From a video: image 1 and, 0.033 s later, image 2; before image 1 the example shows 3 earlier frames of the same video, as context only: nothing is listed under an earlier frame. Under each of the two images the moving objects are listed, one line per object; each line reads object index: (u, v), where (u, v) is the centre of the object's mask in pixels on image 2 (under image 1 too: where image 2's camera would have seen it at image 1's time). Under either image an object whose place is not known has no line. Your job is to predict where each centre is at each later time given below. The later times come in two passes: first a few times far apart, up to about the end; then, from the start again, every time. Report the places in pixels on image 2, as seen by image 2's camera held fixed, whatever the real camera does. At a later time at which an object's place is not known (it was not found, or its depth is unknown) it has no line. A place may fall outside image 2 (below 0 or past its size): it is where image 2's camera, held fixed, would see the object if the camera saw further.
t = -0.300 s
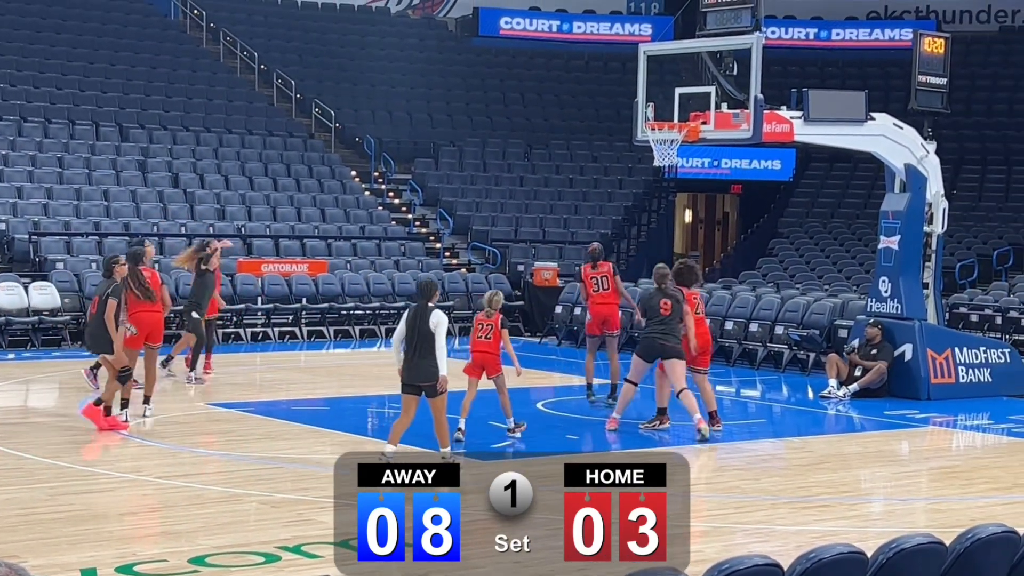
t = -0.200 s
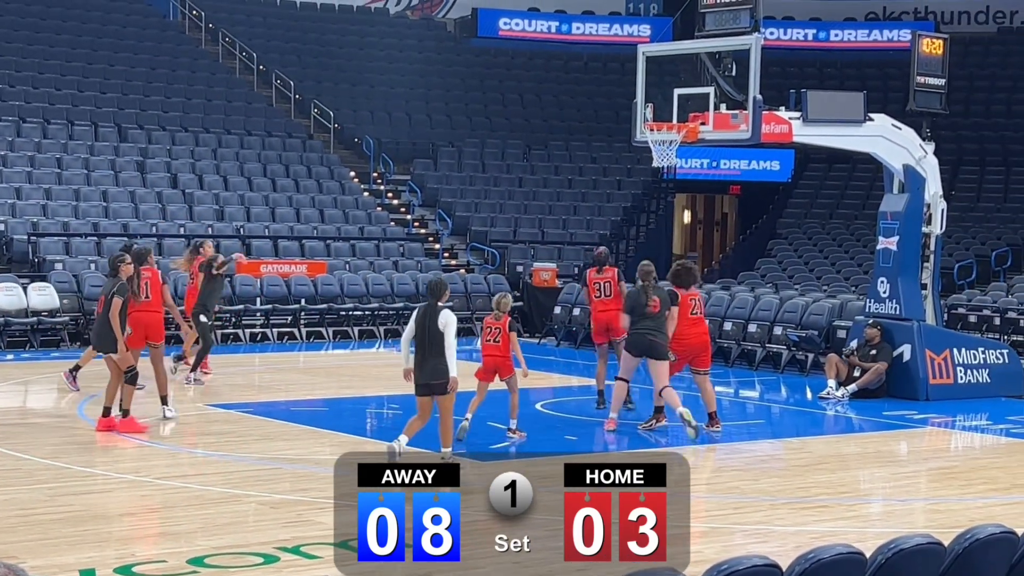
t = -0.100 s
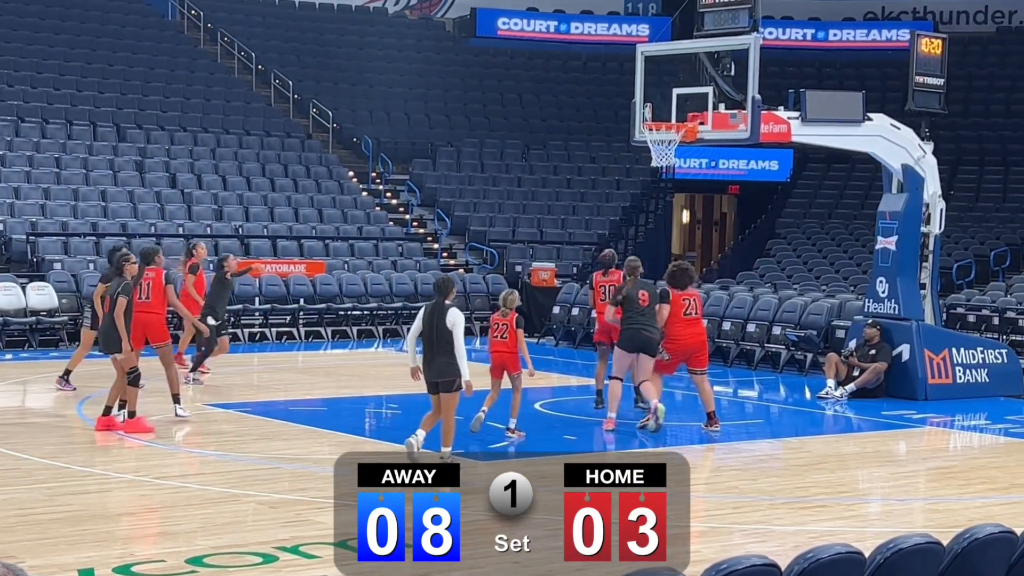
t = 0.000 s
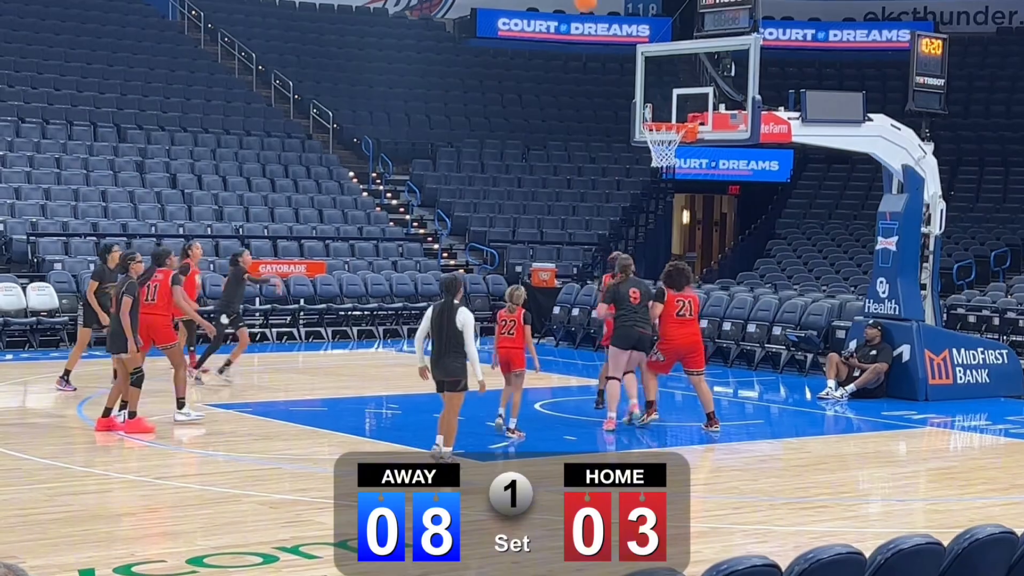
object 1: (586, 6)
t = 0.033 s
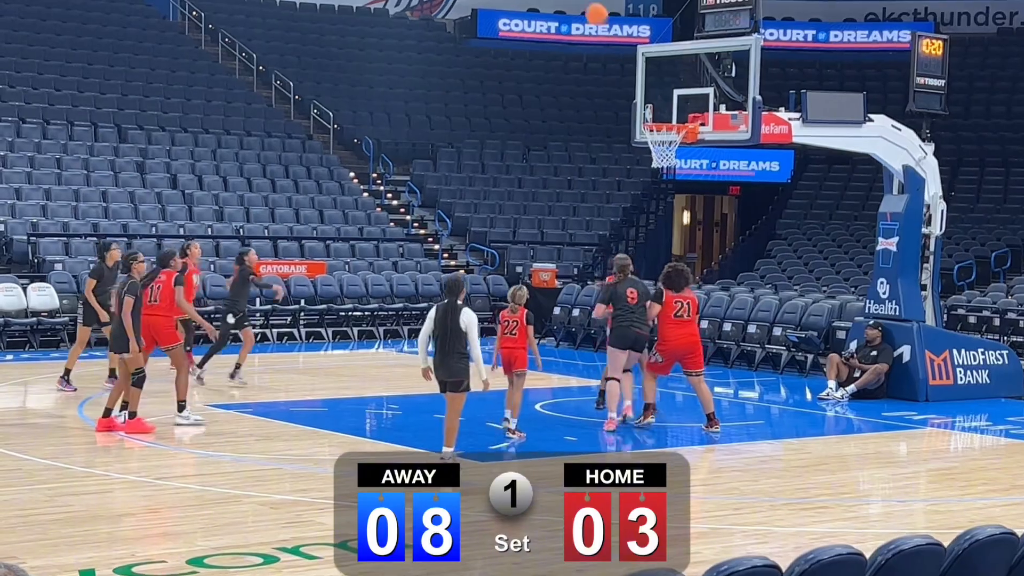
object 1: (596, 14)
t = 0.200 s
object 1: (651, 98)
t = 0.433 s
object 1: (615, 97)
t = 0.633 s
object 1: (550, 103)
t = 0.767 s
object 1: (506, 127)
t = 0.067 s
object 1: (607, 29)
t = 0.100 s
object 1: (619, 46)
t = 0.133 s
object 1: (628, 61)
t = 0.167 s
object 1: (639, 79)
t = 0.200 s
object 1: (651, 98)
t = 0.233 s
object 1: (661, 115)
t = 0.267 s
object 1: (665, 116)
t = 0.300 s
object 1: (658, 112)
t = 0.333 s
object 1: (647, 106)
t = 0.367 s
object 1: (636, 102)
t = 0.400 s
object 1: (626, 99)
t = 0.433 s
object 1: (615, 97)
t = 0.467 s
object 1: (604, 95)
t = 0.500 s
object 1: (593, 95)
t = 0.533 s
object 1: (582, 95)
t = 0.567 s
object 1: (572, 97)
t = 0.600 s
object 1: (561, 99)
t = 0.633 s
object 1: (550, 103)
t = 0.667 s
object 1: (539, 107)
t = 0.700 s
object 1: (528, 113)
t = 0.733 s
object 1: (517, 119)
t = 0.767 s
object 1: (506, 127)
